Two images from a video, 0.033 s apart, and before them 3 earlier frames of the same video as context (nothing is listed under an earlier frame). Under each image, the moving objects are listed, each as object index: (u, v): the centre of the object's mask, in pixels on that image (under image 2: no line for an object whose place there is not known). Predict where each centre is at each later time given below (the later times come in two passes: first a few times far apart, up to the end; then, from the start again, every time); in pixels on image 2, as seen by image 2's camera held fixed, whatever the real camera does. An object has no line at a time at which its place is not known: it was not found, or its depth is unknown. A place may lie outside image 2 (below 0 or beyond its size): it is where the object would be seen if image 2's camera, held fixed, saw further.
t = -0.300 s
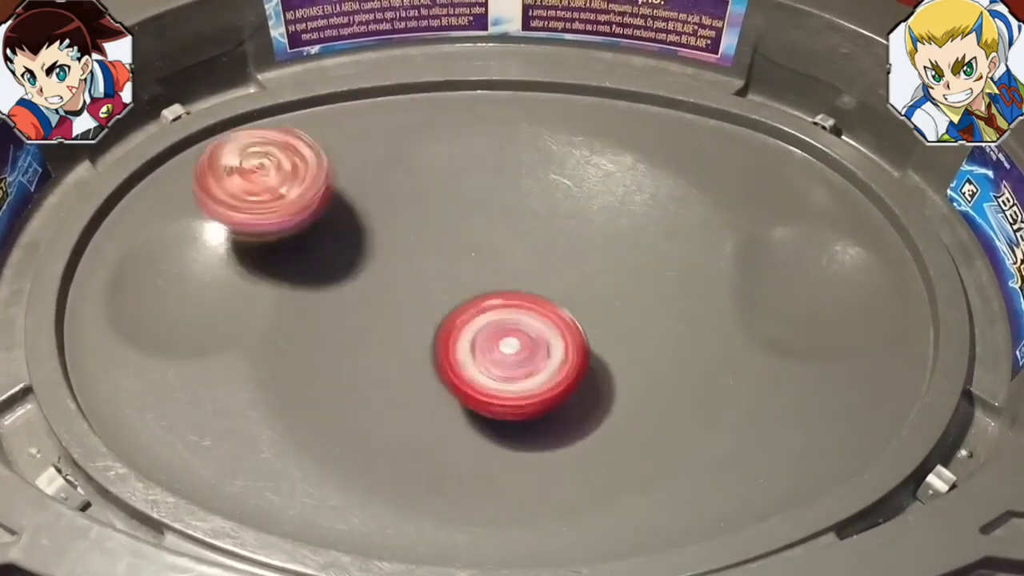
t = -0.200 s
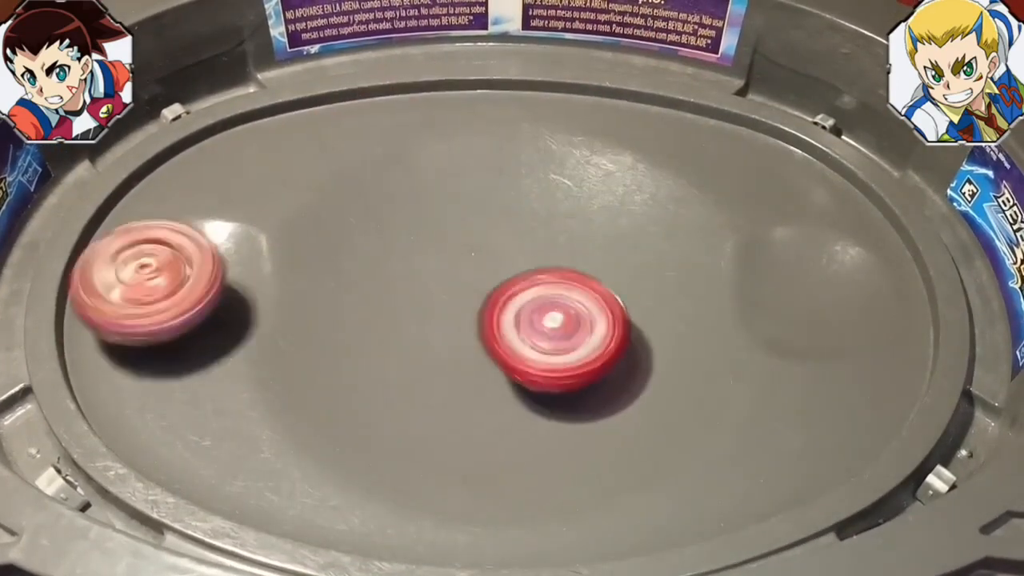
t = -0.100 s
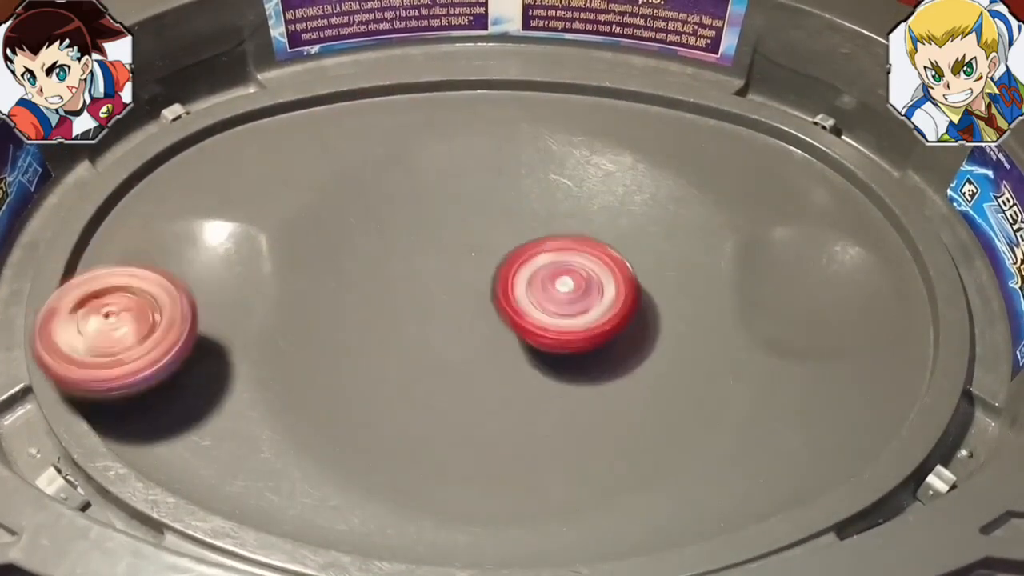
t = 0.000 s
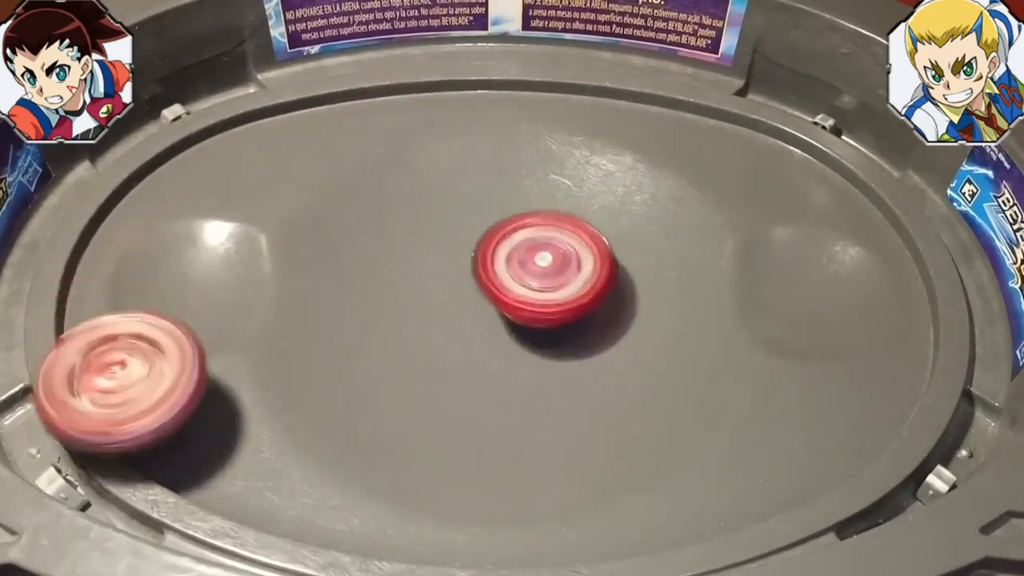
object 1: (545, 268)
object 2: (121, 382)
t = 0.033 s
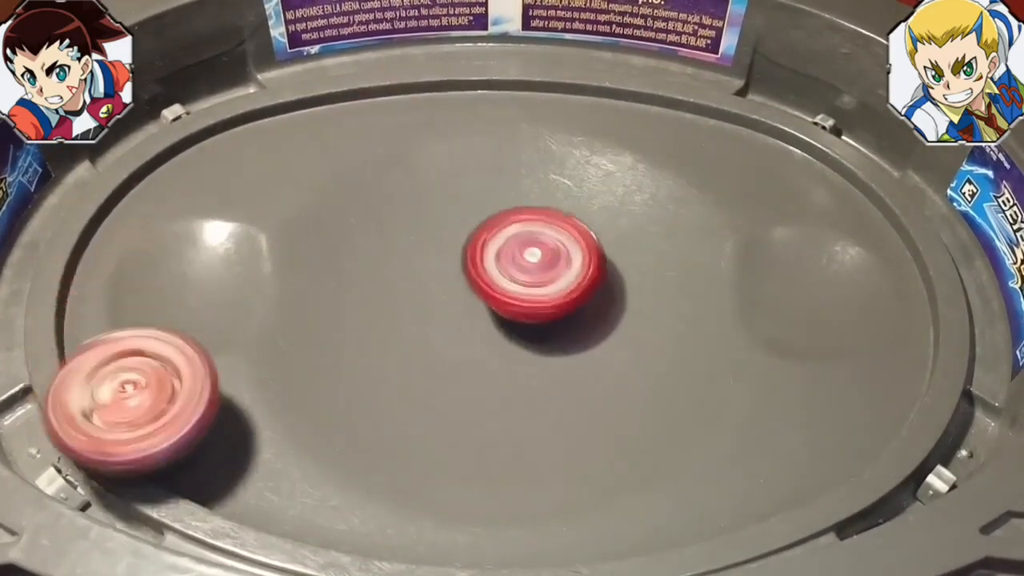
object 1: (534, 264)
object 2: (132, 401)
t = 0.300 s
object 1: (482, 284)
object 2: (386, 450)
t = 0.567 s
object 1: (494, 284)
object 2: (732, 274)
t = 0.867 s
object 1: (501, 288)
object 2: (761, 147)
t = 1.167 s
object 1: (496, 296)
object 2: (690, 132)
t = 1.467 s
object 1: (490, 323)
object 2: (410, 223)
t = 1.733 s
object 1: (557, 321)
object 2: (388, 379)
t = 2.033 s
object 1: (565, 149)
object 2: (488, 427)
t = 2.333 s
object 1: (305, 200)
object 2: (560, 341)
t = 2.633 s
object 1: (378, 339)
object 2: (537, 272)
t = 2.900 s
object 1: (555, 305)
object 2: (434, 189)
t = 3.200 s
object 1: (621, 254)
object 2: (332, 304)
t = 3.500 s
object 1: (570, 230)
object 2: (544, 356)
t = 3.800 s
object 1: (519, 246)
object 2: (558, 351)
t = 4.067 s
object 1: (478, 173)
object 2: (418, 479)
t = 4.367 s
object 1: (460, 276)
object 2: (437, 392)
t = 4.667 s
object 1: (518, 252)
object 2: (528, 363)
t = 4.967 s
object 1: (518, 255)
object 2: (512, 384)
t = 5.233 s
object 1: (521, 255)
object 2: (493, 373)
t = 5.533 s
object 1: (517, 260)
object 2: (469, 352)
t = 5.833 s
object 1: (581, 258)
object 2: (401, 336)
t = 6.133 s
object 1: (565, 278)
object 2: (442, 321)
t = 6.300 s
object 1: (558, 296)
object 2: (428, 318)
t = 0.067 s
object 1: (522, 260)
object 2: (154, 420)
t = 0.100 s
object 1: (512, 259)
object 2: (189, 433)
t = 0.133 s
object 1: (503, 261)
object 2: (224, 442)
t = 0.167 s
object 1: (495, 263)
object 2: (257, 448)
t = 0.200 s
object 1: (489, 267)
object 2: (290, 452)
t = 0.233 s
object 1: (484, 273)
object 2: (320, 454)
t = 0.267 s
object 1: (482, 278)
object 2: (351, 453)
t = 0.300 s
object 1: (482, 284)
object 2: (386, 450)
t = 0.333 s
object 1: (483, 290)
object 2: (430, 447)
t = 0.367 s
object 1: (486, 295)
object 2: (479, 434)
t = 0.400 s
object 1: (491, 300)
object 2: (529, 420)
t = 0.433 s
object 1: (496, 303)
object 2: (576, 398)
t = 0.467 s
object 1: (500, 301)
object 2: (632, 376)
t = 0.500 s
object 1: (498, 294)
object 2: (679, 347)
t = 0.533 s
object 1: (497, 288)
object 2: (713, 312)
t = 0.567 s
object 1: (494, 284)
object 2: (732, 274)
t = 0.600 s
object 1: (491, 280)
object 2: (743, 240)
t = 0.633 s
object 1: (490, 278)
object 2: (750, 214)
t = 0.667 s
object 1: (490, 276)
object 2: (757, 193)
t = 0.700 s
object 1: (491, 276)
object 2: (763, 182)
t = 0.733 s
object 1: (493, 278)
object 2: (765, 174)
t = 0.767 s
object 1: (494, 280)
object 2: (766, 165)
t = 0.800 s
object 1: (497, 282)
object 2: (766, 159)
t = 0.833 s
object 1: (499, 285)
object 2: (763, 153)
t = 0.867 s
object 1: (501, 288)
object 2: (761, 147)
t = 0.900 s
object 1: (502, 290)
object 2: (757, 143)
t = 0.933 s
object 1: (502, 292)
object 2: (755, 139)
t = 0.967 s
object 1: (501, 295)
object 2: (749, 136)
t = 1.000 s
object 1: (500, 297)
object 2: (742, 133)
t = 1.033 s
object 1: (499, 298)
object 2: (734, 131)
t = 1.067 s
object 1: (498, 299)
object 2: (724, 129)
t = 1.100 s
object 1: (497, 299)
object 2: (713, 129)
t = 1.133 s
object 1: (496, 297)
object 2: (702, 130)
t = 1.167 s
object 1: (496, 296)
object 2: (690, 132)
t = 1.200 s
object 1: (497, 294)
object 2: (674, 134)
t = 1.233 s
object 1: (497, 292)
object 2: (652, 141)
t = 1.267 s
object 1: (499, 291)
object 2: (621, 153)
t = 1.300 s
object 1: (500, 290)
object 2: (583, 169)
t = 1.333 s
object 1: (498, 294)
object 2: (543, 184)
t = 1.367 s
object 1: (492, 305)
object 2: (507, 184)
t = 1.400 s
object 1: (489, 314)
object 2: (472, 191)
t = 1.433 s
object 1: (489, 320)
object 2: (439, 204)
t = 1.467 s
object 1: (490, 323)
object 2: (410, 223)
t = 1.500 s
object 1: (502, 333)
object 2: (381, 231)
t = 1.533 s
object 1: (517, 341)
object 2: (352, 237)
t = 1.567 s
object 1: (530, 345)
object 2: (331, 248)
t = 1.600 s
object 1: (540, 345)
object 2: (320, 268)
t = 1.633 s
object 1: (548, 342)
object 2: (318, 294)
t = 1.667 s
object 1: (553, 336)
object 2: (328, 323)
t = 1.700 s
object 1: (555, 329)
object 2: (352, 352)
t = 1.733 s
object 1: (557, 321)
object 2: (388, 379)
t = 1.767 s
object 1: (556, 315)
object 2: (437, 394)
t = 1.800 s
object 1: (554, 305)
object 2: (477, 403)
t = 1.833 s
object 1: (575, 271)
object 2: (469, 445)
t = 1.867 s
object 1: (594, 237)
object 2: (463, 487)
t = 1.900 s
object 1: (604, 207)
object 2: (462, 502)
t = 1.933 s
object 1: (606, 184)
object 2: (468, 481)
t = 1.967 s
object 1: (599, 166)
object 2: (475, 467)
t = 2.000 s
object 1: (585, 155)
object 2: (482, 445)
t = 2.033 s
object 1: (565, 149)
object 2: (488, 427)
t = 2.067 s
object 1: (539, 150)
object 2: (498, 402)
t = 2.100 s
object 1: (510, 157)
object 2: (509, 374)
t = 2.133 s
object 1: (475, 168)
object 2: (515, 347)
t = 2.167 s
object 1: (442, 184)
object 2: (516, 321)
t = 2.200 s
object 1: (415, 204)
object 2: (513, 296)
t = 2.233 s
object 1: (388, 210)
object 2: (516, 300)
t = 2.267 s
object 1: (354, 201)
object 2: (530, 302)
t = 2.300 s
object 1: (326, 196)
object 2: (547, 324)
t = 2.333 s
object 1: (305, 200)
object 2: (560, 341)
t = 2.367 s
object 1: (292, 209)
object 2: (571, 345)
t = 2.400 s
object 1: (284, 224)
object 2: (579, 361)
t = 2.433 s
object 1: (278, 242)
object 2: (579, 359)
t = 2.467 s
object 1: (278, 260)
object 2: (575, 355)
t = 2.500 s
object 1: (284, 276)
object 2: (568, 347)
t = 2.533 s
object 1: (298, 293)
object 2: (559, 334)
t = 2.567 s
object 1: (319, 311)
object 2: (553, 314)
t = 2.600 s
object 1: (346, 326)
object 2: (546, 293)
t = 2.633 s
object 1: (378, 339)
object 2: (537, 272)
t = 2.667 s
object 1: (410, 346)
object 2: (527, 255)
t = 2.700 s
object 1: (444, 349)
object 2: (519, 238)
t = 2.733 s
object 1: (473, 347)
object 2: (508, 222)
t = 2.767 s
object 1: (499, 344)
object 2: (494, 208)
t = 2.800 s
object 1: (521, 338)
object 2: (479, 200)
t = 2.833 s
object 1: (537, 327)
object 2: (464, 193)
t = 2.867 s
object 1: (549, 317)
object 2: (450, 190)
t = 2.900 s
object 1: (555, 305)
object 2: (434, 189)
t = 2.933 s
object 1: (558, 293)
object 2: (418, 191)
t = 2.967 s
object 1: (557, 282)
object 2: (405, 201)
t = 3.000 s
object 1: (554, 273)
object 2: (399, 217)
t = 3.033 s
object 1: (549, 265)
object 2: (400, 237)
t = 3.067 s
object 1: (555, 262)
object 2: (396, 251)
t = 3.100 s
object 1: (579, 261)
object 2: (363, 259)
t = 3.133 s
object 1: (599, 260)
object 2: (342, 271)
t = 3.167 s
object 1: (612, 257)
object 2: (333, 287)
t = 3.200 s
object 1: (621, 254)
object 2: (332, 304)
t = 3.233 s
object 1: (626, 251)
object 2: (341, 326)
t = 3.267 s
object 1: (625, 248)
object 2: (361, 347)
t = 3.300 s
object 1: (621, 246)
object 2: (390, 360)
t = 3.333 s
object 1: (614, 243)
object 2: (425, 371)
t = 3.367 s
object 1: (603, 242)
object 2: (463, 371)
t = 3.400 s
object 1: (591, 242)
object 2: (496, 365)
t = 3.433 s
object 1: (580, 241)
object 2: (528, 353)
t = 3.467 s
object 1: (574, 237)
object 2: (541, 345)
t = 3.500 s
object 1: (570, 230)
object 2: (544, 356)
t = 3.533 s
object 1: (566, 226)
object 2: (556, 359)
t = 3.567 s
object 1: (564, 228)
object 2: (561, 359)
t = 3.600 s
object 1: (559, 233)
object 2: (567, 354)
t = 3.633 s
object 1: (554, 239)
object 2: (577, 350)
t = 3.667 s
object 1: (547, 238)
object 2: (577, 354)
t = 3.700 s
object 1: (542, 236)
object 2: (576, 356)
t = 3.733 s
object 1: (534, 238)
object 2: (573, 356)
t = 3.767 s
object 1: (527, 242)
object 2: (567, 352)
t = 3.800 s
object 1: (519, 246)
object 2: (558, 351)
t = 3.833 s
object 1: (511, 248)
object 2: (552, 355)
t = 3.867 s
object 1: (507, 248)
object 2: (533, 368)
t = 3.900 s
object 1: (505, 219)
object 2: (513, 411)
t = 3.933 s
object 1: (503, 196)
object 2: (488, 439)
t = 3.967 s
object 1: (501, 179)
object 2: (467, 457)
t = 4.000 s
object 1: (496, 171)
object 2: (449, 469)
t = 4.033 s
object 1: (488, 169)
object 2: (432, 479)
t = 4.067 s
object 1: (478, 173)
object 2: (418, 479)
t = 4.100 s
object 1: (472, 181)
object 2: (405, 476)
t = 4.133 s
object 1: (464, 192)
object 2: (396, 470)
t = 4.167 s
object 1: (458, 204)
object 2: (391, 462)
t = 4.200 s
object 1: (453, 217)
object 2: (388, 456)
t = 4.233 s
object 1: (452, 232)
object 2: (388, 446)
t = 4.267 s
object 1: (450, 246)
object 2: (392, 432)
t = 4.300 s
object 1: (451, 259)
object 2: (401, 420)
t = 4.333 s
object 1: (454, 269)
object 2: (418, 404)
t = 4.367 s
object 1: (460, 276)
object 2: (437, 392)
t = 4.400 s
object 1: (467, 271)
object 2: (448, 379)
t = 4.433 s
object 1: (478, 262)
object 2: (462, 394)
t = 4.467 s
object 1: (490, 252)
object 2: (471, 400)
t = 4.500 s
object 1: (499, 246)
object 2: (483, 394)
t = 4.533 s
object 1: (507, 243)
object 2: (493, 392)
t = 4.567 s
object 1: (512, 243)
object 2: (502, 384)
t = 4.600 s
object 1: (516, 245)
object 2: (514, 377)
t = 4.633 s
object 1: (518, 249)
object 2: (521, 368)
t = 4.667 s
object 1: (518, 252)
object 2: (528, 363)
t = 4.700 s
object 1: (519, 252)
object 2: (529, 368)
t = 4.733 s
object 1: (519, 252)
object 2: (531, 369)
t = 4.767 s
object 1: (519, 254)
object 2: (534, 369)
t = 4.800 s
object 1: (519, 256)
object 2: (534, 370)
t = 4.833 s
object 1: (519, 258)
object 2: (533, 372)
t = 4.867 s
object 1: (519, 254)
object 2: (524, 380)
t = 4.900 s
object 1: (519, 252)
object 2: (517, 383)
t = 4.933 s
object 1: (519, 253)
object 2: (516, 385)
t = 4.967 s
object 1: (518, 255)
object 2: (512, 384)
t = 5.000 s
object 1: (517, 259)
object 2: (509, 381)
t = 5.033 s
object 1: (516, 263)
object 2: (509, 376)
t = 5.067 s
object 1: (518, 261)
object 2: (501, 383)
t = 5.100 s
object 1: (520, 259)
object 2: (503, 387)
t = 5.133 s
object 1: (521, 258)
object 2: (500, 382)
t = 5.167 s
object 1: (521, 258)
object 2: (497, 374)
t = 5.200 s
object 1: (521, 256)
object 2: (497, 371)
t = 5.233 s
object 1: (521, 255)
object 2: (493, 373)
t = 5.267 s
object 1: (521, 254)
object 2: (487, 373)
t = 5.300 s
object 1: (520, 254)
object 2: (486, 367)
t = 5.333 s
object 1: (523, 251)
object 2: (478, 377)
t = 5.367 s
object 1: (525, 248)
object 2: (472, 378)
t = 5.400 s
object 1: (525, 248)
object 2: (467, 384)
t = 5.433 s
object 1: (523, 250)
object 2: (466, 372)
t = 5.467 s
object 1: (522, 253)
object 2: (463, 366)
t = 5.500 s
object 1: (519, 257)
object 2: (465, 366)
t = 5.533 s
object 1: (517, 260)
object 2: (469, 352)
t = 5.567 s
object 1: (522, 258)
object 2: (462, 351)
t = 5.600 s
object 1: (525, 257)
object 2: (457, 351)
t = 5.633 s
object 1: (527, 259)
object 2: (454, 341)
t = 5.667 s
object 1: (528, 261)
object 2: (452, 334)
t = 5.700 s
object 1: (540, 257)
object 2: (441, 329)
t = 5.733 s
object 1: (559, 255)
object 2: (425, 331)
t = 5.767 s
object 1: (571, 256)
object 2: (413, 335)
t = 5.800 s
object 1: (578, 257)
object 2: (405, 336)
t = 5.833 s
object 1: (581, 258)
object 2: (401, 336)
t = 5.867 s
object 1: (582, 260)
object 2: (401, 335)
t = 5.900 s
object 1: (580, 262)
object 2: (407, 331)
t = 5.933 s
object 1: (577, 264)
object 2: (417, 328)
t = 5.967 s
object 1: (573, 267)
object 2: (428, 326)
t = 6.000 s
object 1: (570, 270)
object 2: (439, 323)
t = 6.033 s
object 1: (567, 271)
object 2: (451, 319)
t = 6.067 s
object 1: (566, 273)
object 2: (445, 313)
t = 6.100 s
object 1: (566, 276)
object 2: (441, 317)
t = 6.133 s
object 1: (565, 278)
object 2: (442, 321)
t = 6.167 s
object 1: (564, 281)
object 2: (438, 321)
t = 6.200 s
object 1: (565, 285)
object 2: (432, 320)
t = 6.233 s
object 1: (565, 288)
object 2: (431, 319)
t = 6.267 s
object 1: (562, 292)
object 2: (432, 318)
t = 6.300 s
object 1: (558, 296)
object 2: (428, 318)
